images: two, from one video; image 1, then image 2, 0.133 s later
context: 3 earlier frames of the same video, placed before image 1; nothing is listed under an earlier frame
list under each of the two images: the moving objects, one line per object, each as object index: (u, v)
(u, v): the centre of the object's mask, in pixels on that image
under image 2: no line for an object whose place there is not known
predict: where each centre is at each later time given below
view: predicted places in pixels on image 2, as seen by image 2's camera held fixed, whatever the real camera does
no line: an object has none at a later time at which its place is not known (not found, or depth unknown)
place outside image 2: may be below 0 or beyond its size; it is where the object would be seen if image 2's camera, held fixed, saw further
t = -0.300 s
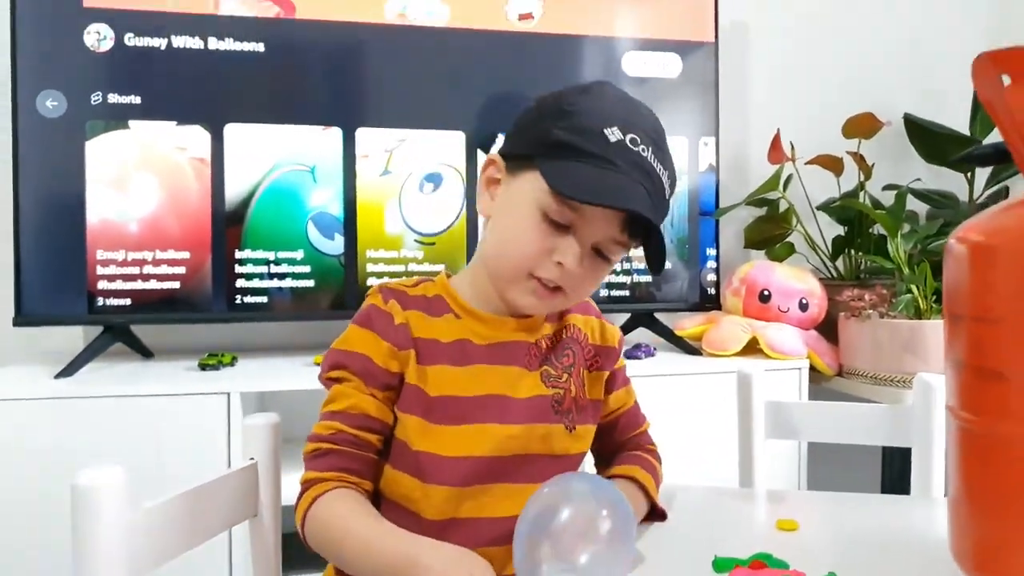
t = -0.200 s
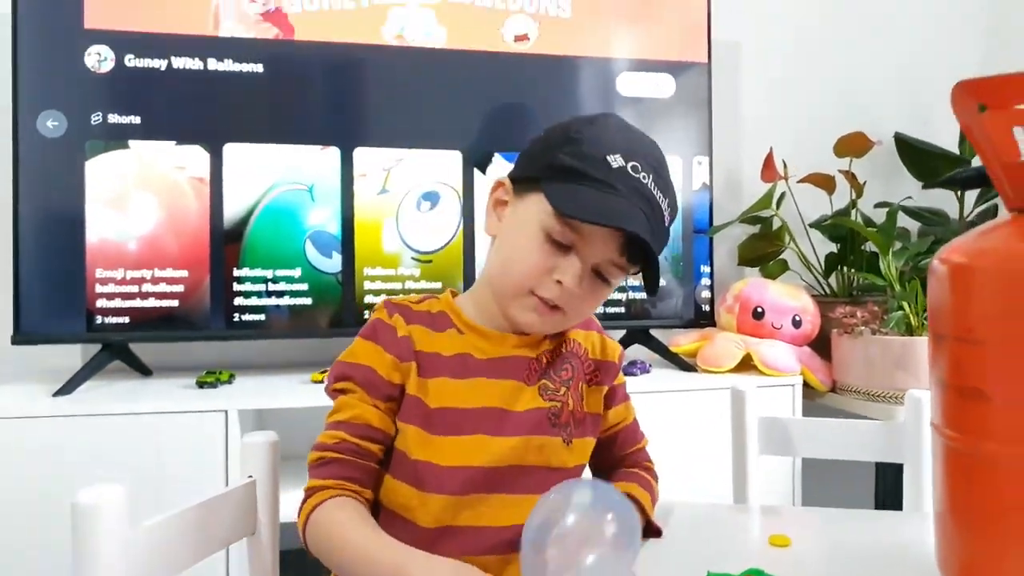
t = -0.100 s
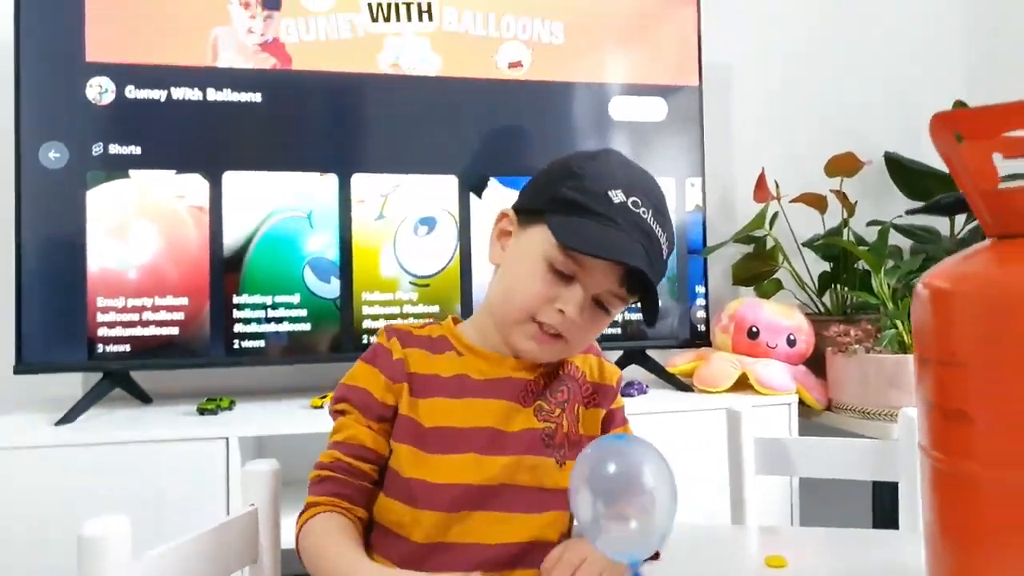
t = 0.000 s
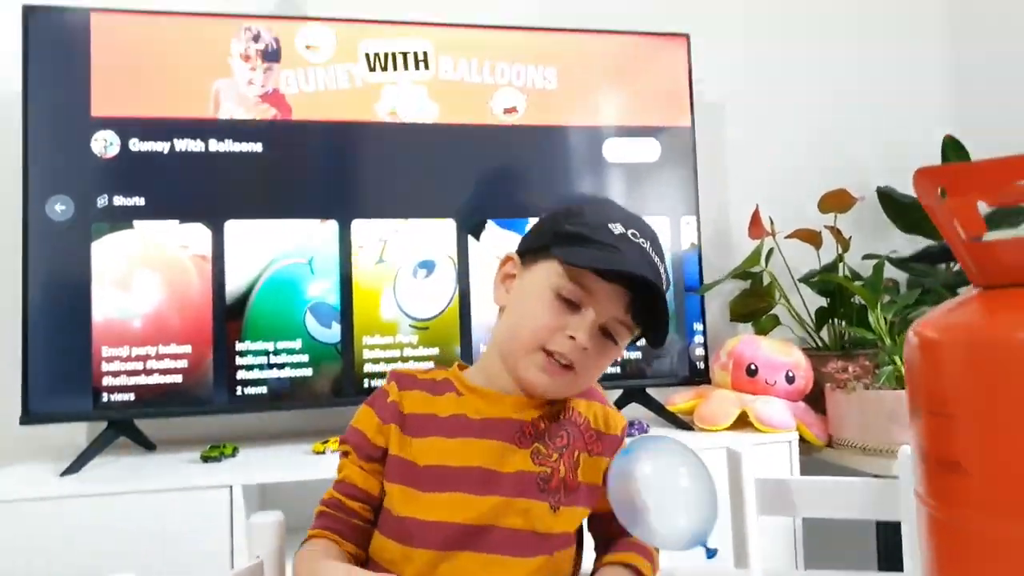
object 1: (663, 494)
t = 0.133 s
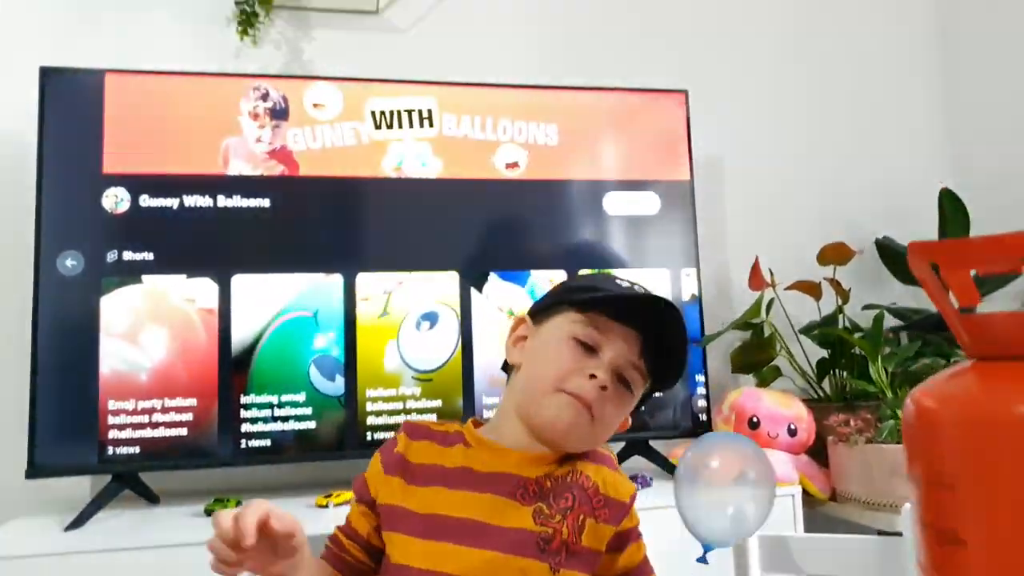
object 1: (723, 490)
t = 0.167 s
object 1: (734, 474)
